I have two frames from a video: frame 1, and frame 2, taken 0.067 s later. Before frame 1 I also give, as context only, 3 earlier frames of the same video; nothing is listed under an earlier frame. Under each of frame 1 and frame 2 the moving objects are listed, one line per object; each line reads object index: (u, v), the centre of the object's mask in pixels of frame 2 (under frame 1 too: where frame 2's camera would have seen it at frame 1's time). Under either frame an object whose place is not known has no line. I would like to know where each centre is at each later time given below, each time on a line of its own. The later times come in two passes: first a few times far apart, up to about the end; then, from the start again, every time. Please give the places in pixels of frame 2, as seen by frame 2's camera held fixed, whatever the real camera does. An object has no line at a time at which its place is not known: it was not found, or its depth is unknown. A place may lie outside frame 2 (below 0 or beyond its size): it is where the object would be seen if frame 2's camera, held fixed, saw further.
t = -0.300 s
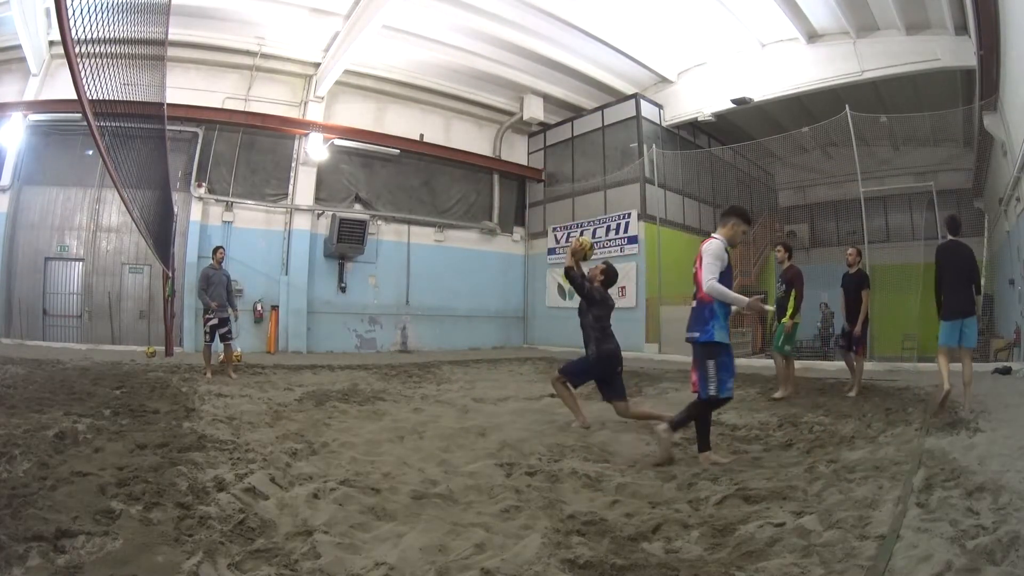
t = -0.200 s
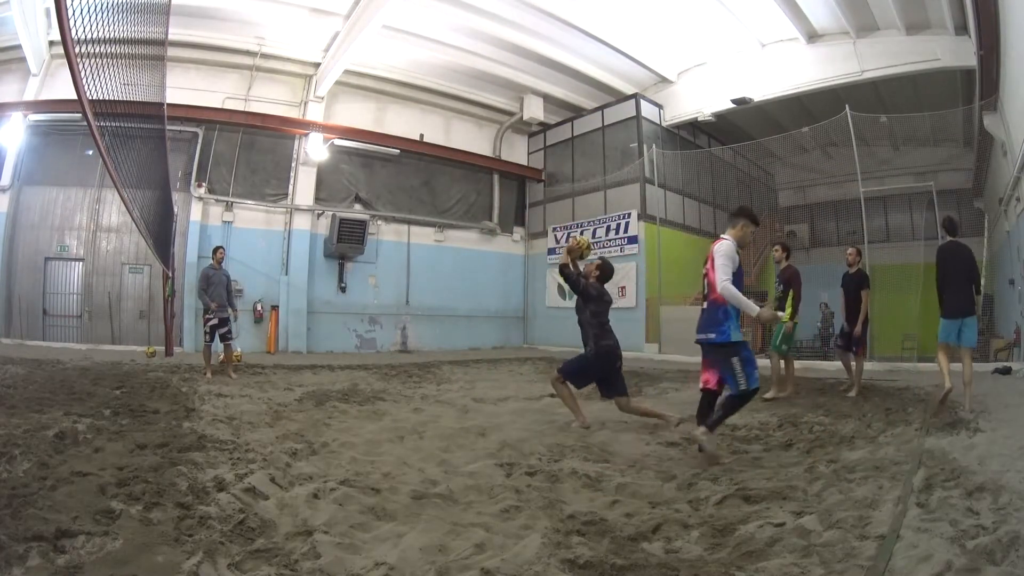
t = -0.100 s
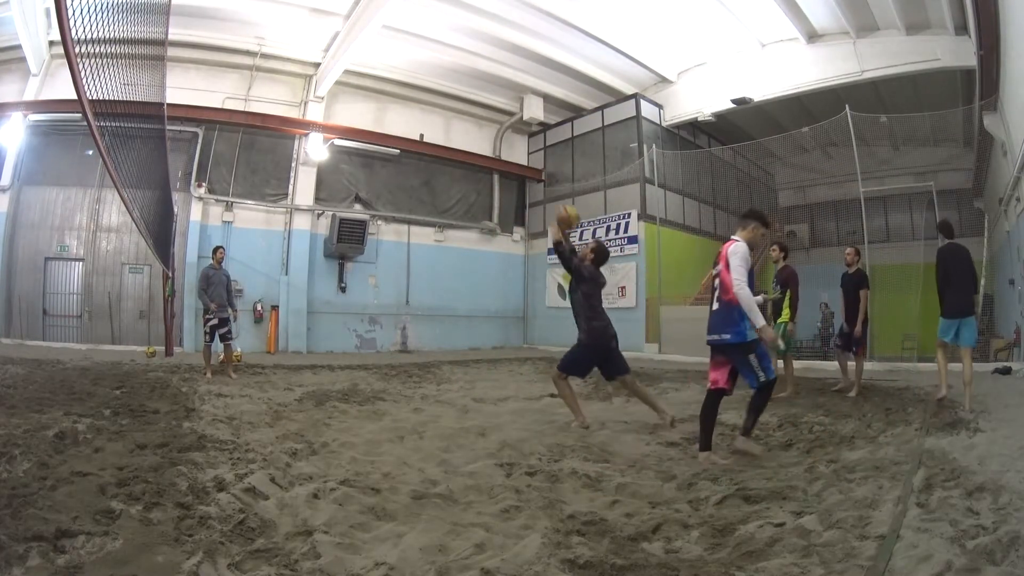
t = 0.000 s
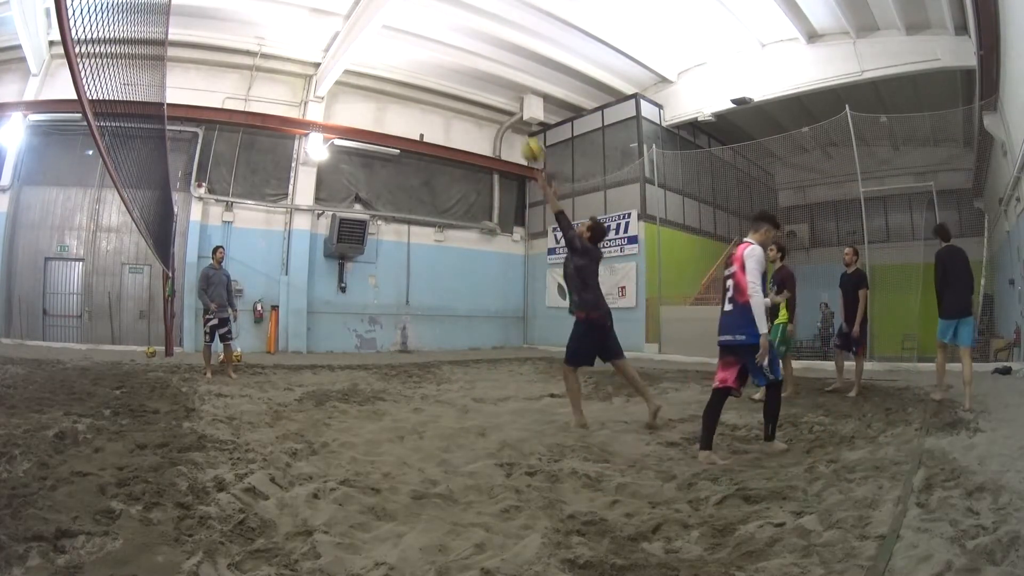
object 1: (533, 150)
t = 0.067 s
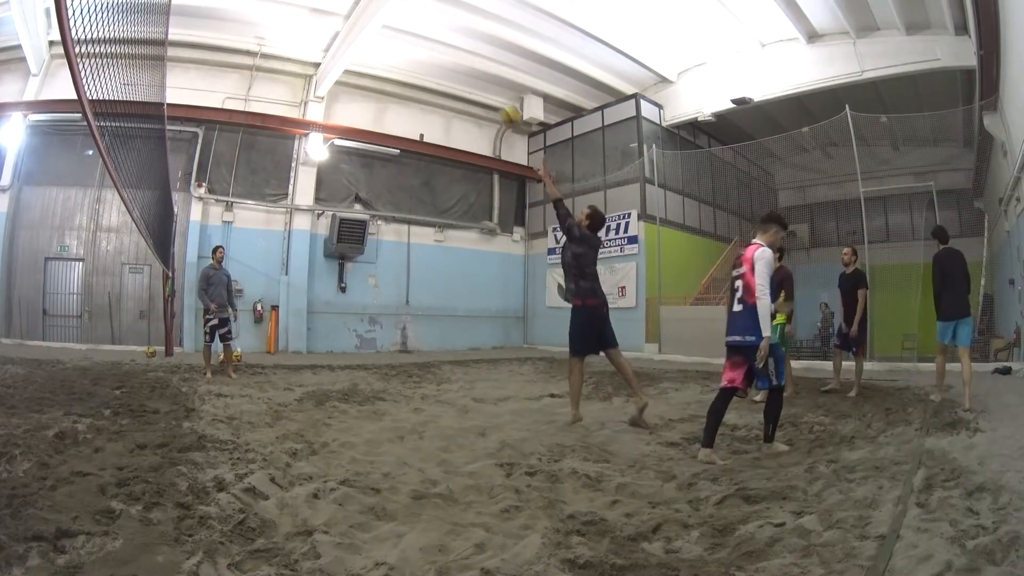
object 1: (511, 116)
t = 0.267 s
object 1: (453, 48)
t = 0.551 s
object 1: (386, 22)
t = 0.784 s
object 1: (335, 44)
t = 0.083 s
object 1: (504, 107)
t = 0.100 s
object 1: (499, 100)
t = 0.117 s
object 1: (493, 93)
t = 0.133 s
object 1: (488, 87)
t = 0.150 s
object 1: (485, 81)
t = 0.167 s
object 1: (480, 75)
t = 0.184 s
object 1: (475, 70)
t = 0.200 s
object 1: (470, 65)
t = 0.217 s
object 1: (465, 60)
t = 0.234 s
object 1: (461, 56)
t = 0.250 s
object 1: (457, 52)
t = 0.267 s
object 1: (453, 48)
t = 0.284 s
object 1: (449, 45)
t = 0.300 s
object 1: (444, 42)
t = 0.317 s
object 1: (440, 39)
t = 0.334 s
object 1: (436, 36)
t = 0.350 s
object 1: (432, 34)
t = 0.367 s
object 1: (428, 31)
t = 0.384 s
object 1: (424, 30)
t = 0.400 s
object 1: (420, 28)
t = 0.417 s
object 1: (416, 26)
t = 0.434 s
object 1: (413, 25)
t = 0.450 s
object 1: (409, 24)
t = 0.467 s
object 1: (405, 23)
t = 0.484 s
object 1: (402, 23)
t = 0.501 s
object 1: (398, 23)
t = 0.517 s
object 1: (394, 22)
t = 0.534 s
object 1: (390, 22)
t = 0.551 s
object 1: (386, 22)
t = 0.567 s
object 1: (383, 23)
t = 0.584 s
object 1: (379, 24)
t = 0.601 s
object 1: (376, 24)
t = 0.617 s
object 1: (372, 25)
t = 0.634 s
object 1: (368, 26)
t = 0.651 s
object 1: (365, 28)
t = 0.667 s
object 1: (361, 29)
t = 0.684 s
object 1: (357, 30)
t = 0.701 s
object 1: (354, 32)
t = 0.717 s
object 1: (350, 34)
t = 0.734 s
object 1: (347, 37)
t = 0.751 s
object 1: (342, 39)
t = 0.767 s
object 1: (339, 42)
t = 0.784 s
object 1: (335, 44)
